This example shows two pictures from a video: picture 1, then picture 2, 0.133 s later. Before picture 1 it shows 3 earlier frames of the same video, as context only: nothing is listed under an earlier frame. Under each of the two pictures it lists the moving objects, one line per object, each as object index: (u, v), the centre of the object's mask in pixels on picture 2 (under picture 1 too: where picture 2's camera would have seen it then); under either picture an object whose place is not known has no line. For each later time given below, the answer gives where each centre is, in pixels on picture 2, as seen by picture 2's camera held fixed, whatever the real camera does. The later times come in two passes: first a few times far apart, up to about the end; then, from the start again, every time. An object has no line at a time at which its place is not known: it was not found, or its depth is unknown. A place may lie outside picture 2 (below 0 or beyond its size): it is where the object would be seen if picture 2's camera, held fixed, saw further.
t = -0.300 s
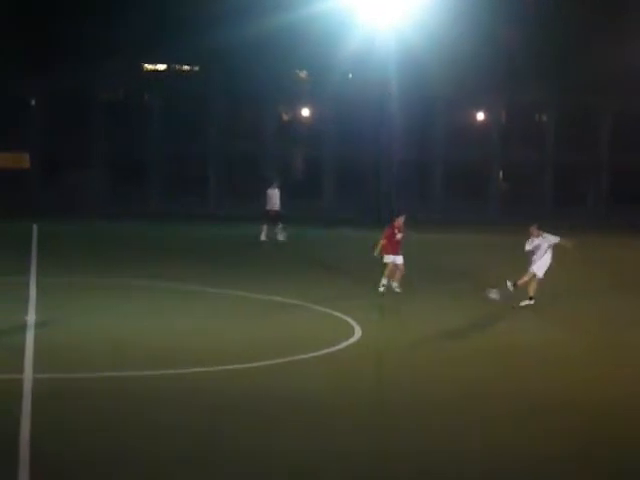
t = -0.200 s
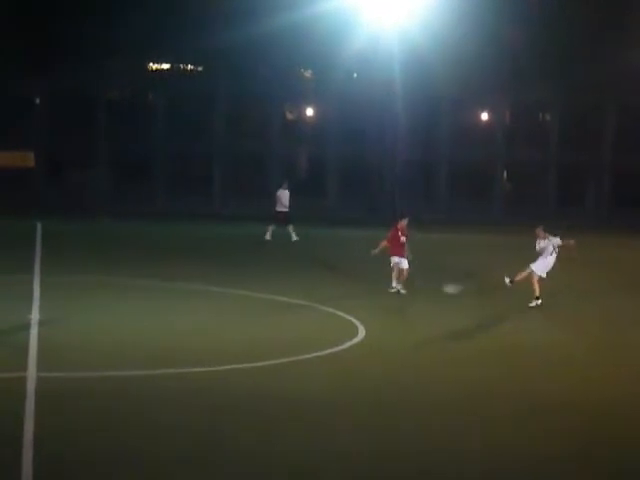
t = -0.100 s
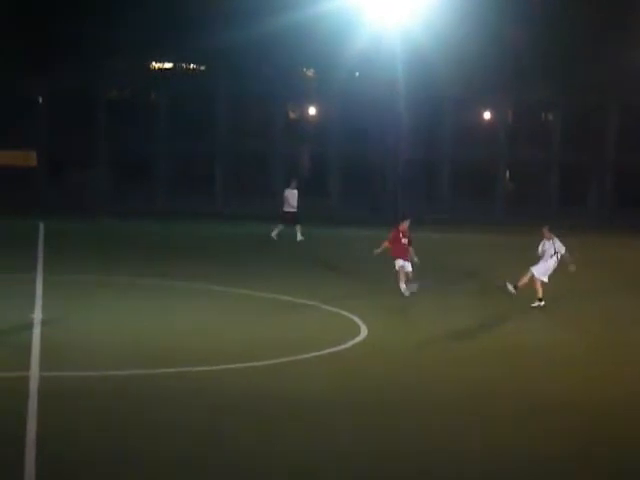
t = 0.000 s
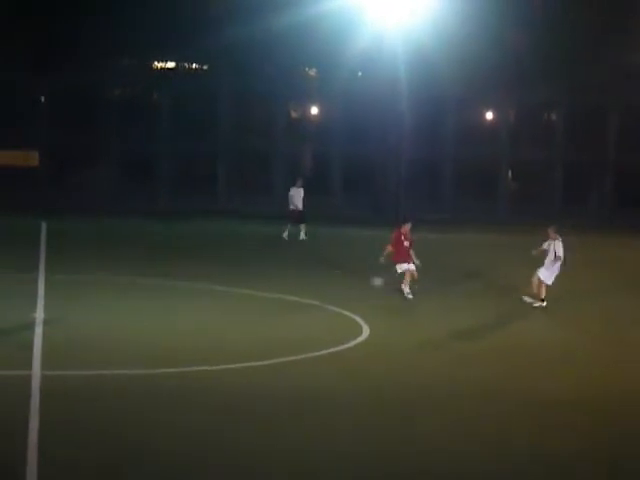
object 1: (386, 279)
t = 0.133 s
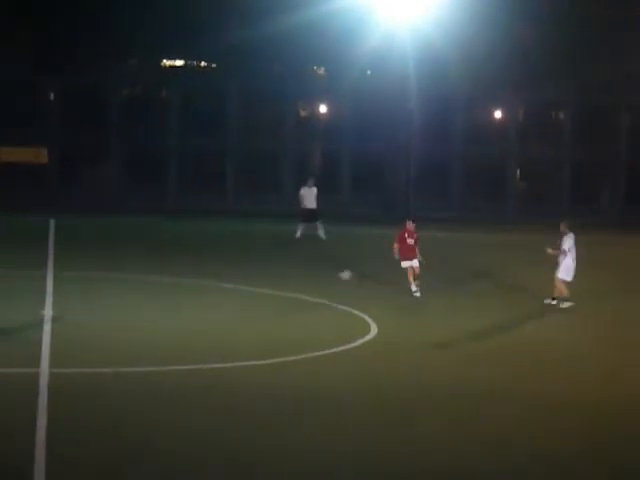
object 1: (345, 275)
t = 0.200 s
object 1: (327, 274)
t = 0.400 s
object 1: (278, 267)
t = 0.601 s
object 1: (233, 264)
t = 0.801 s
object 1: (191, 261)
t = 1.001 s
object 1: (153, 257)
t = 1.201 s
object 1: (118, 251)
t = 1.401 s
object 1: (85, 248)
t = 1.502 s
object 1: (67, 246)
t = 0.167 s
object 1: (335, 274)
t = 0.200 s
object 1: (327, 274)
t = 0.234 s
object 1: (318, 275)
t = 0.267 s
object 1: (308, 274)
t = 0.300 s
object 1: (301, 270)
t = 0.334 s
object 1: (294, 269)
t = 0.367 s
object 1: (286, 267)
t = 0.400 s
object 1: (278, 267)
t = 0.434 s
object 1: (271, 266)
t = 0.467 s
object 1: (262, 267)
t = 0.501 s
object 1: (255, 267)
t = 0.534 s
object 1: (248, 268)
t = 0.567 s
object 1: (241, 265)
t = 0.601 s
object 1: (233, 264)
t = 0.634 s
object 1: (225, 262)
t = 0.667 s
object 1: (219, 261)
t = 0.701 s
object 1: (213, 261)
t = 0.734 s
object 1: (205, 260)
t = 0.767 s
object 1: (198, 261)
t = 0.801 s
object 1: (191, 261)
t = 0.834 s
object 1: (185, 260)
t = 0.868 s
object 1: (179, 258)
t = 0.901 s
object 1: (172, 257)
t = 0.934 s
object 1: (166, 257)
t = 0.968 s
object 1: (160, 257)
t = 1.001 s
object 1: (153, 257)
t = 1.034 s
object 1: (147, 256)
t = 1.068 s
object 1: (141, 254)
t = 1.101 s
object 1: (136, 253)
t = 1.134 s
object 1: (130, 254)
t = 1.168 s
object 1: (124, 254)
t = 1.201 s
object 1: (118, 251)
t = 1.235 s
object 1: (113, 251)
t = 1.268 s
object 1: (107, 250)
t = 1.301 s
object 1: (102, 249)
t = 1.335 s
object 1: (96, 249)
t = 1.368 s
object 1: (89, 249)
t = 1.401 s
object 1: (85, 248)
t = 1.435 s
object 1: (80, 246)
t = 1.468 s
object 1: (74, 245)
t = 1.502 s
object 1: (67, 246)
